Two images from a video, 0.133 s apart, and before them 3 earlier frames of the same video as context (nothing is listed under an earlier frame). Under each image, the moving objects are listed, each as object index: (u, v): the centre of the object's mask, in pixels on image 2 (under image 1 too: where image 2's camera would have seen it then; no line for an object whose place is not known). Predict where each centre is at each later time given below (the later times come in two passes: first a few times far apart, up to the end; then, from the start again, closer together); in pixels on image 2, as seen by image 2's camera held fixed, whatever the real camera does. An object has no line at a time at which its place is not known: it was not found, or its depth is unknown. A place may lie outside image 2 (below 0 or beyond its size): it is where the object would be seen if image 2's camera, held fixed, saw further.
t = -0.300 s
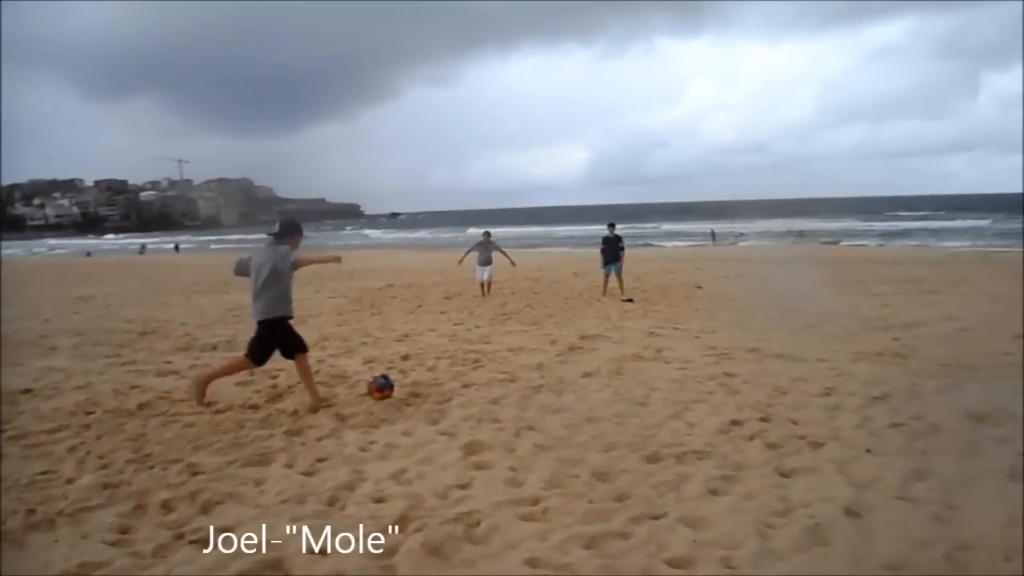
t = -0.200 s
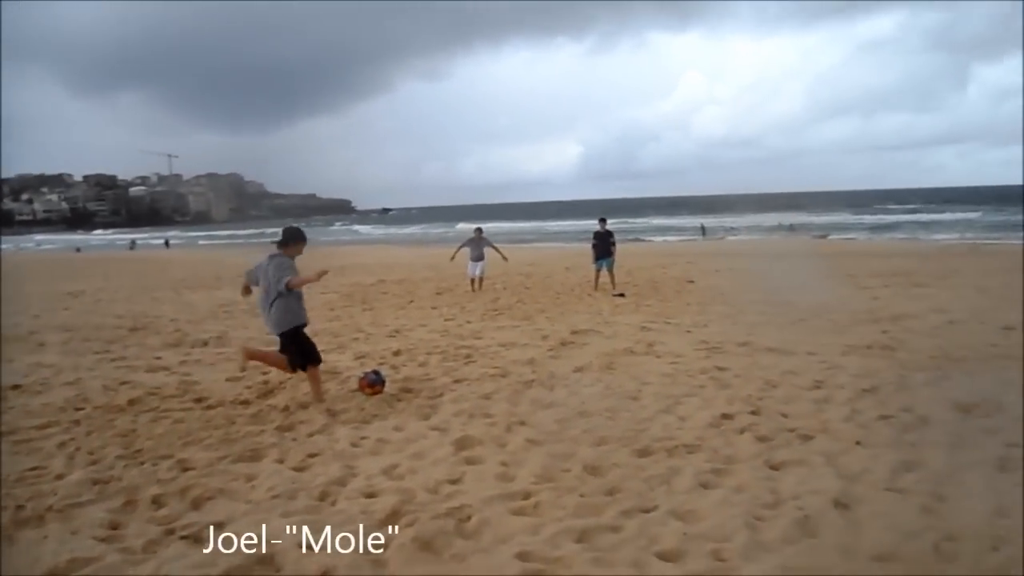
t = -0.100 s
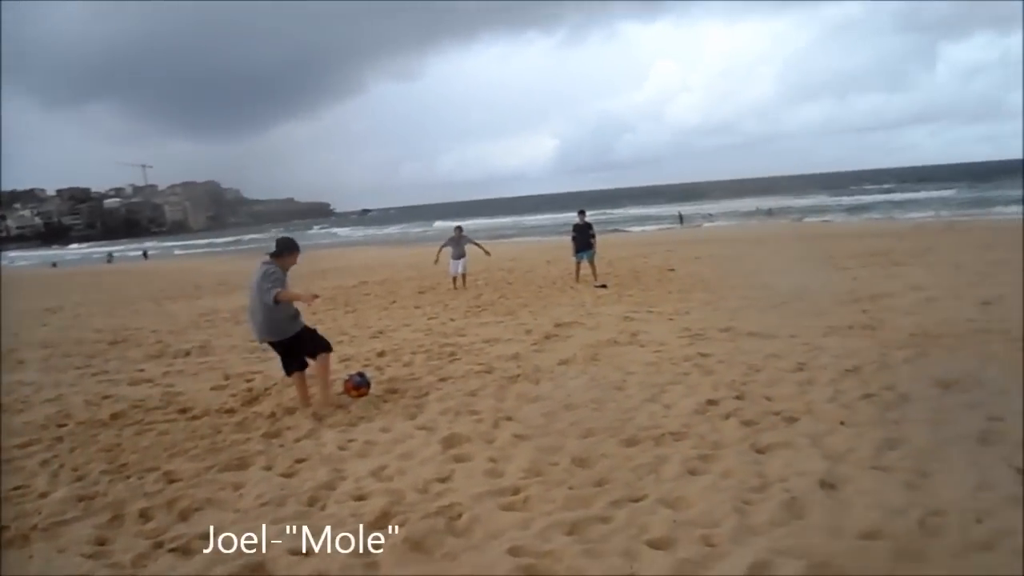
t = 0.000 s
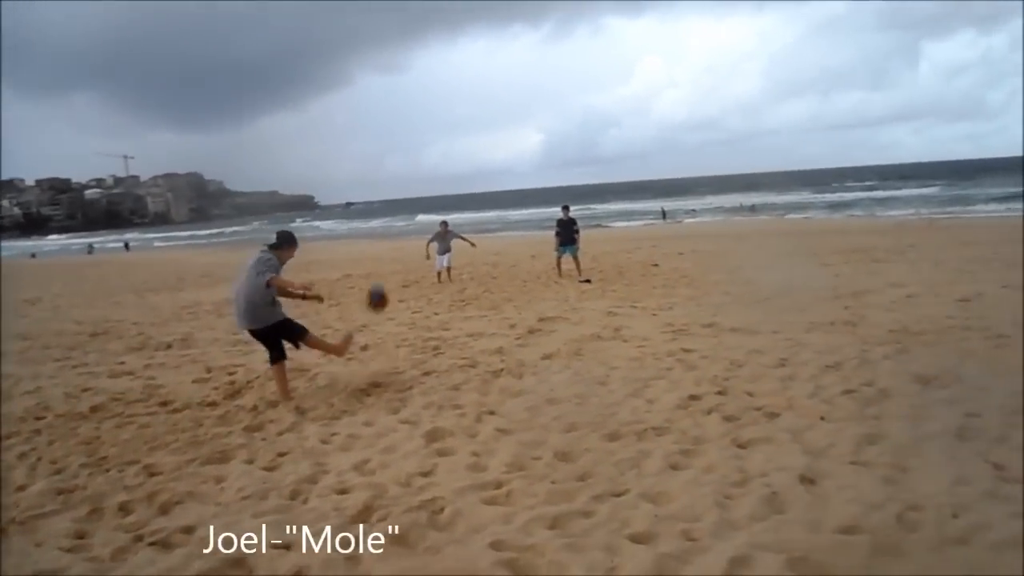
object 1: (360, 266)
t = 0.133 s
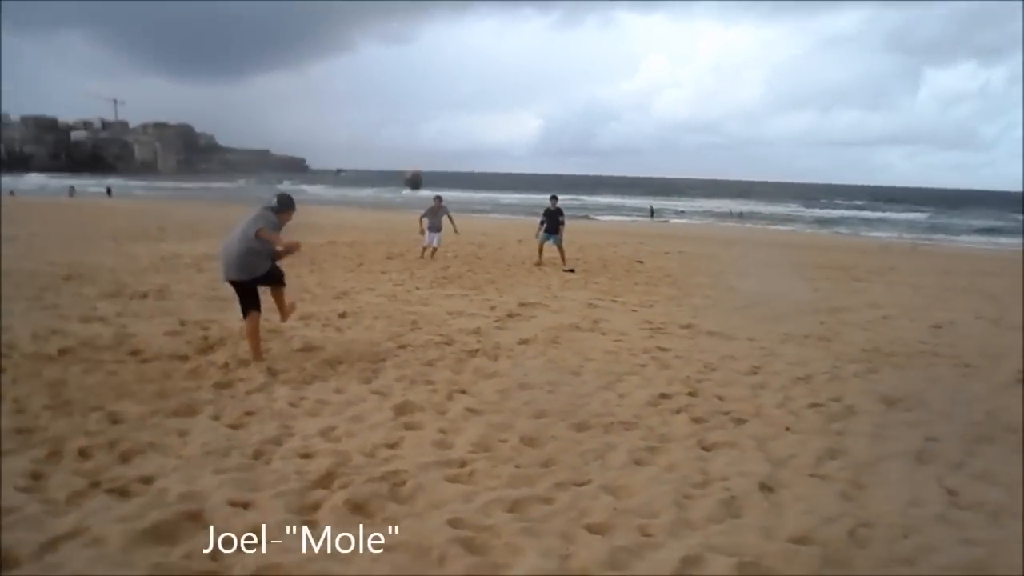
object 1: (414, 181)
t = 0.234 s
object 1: (443, 140)
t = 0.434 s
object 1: (481, 98)
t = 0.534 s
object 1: (494, 91)
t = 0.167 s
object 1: (425, 165)
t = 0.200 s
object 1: (434, 151)
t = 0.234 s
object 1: (443, 140)
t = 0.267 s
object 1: (451, 129)
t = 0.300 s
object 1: (458, 121)
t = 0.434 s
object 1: (481, 98)
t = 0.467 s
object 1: (486, 95)
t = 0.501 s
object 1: (490, 93)
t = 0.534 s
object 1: (494, 91)
